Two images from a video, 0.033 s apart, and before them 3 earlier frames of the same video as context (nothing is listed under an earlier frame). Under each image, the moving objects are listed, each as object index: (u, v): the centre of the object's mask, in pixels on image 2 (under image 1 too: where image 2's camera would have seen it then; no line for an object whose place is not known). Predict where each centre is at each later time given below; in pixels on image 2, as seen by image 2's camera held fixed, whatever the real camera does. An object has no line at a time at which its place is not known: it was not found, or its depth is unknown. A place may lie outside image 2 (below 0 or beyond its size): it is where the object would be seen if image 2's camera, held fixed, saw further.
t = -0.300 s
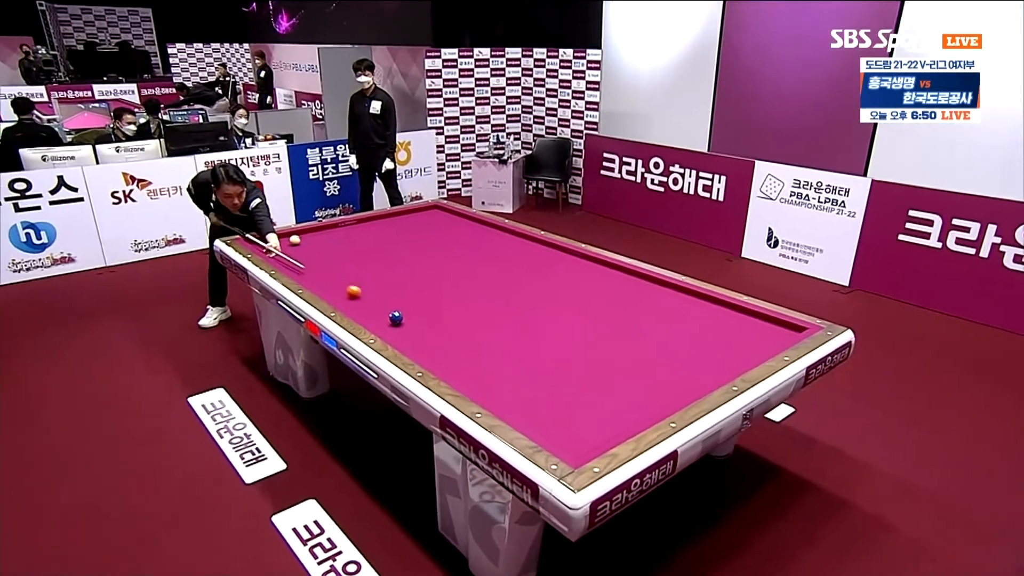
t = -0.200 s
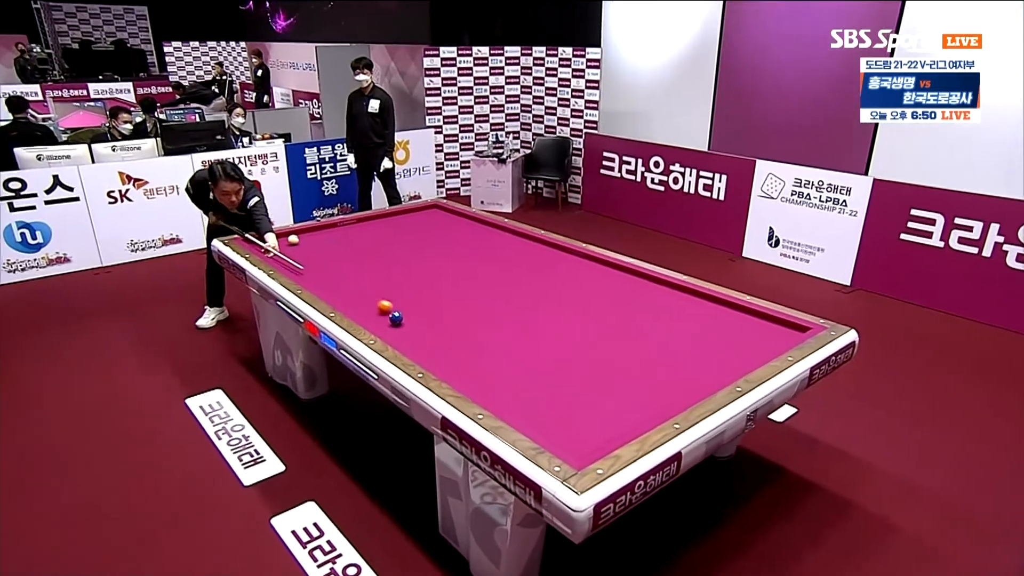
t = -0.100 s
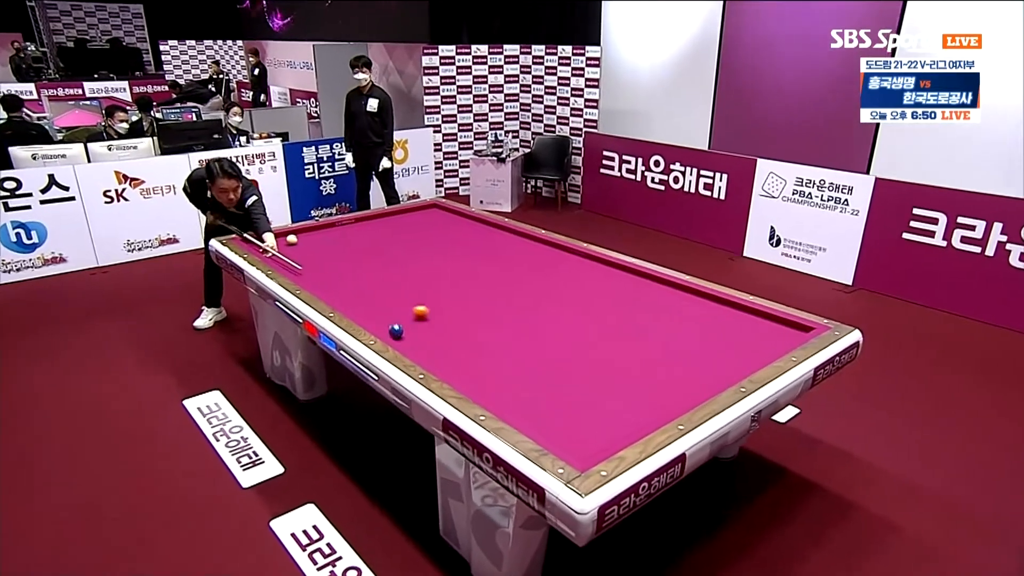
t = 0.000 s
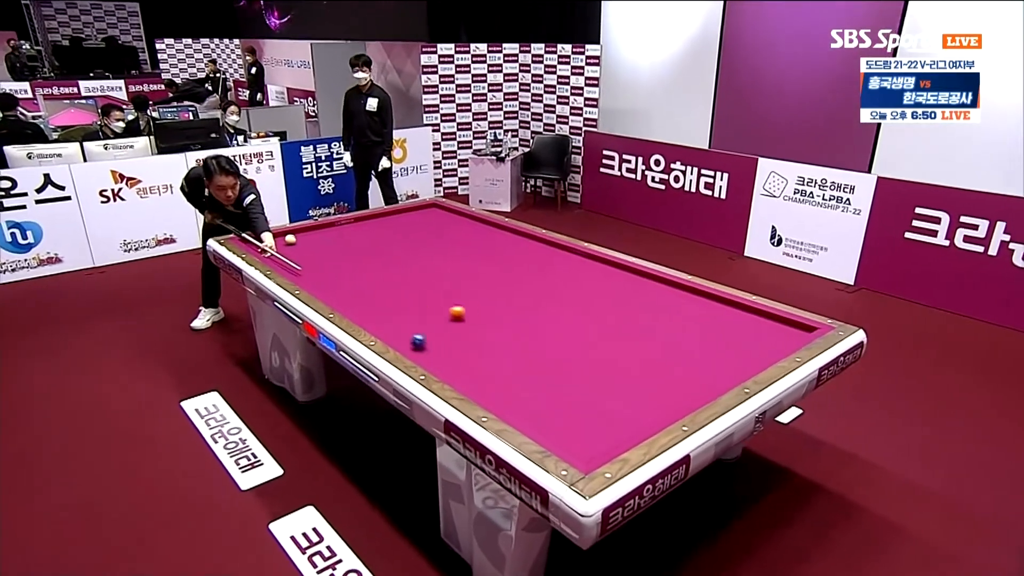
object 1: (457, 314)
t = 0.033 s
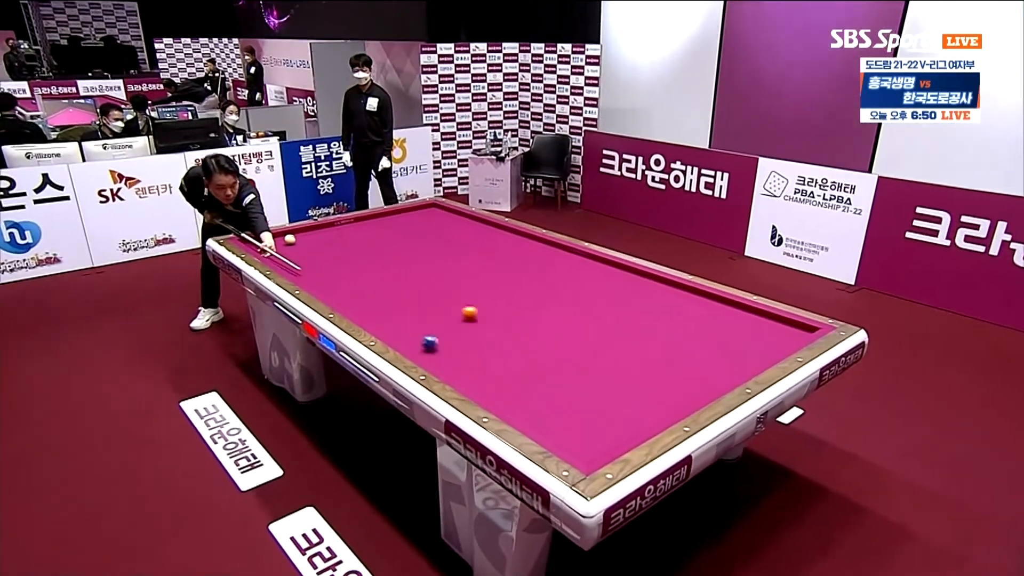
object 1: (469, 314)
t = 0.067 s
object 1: (481, 314)
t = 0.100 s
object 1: (494, 315)
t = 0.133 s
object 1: (507, 316)
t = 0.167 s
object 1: (519, 316)
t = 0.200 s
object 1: (532, 317)
